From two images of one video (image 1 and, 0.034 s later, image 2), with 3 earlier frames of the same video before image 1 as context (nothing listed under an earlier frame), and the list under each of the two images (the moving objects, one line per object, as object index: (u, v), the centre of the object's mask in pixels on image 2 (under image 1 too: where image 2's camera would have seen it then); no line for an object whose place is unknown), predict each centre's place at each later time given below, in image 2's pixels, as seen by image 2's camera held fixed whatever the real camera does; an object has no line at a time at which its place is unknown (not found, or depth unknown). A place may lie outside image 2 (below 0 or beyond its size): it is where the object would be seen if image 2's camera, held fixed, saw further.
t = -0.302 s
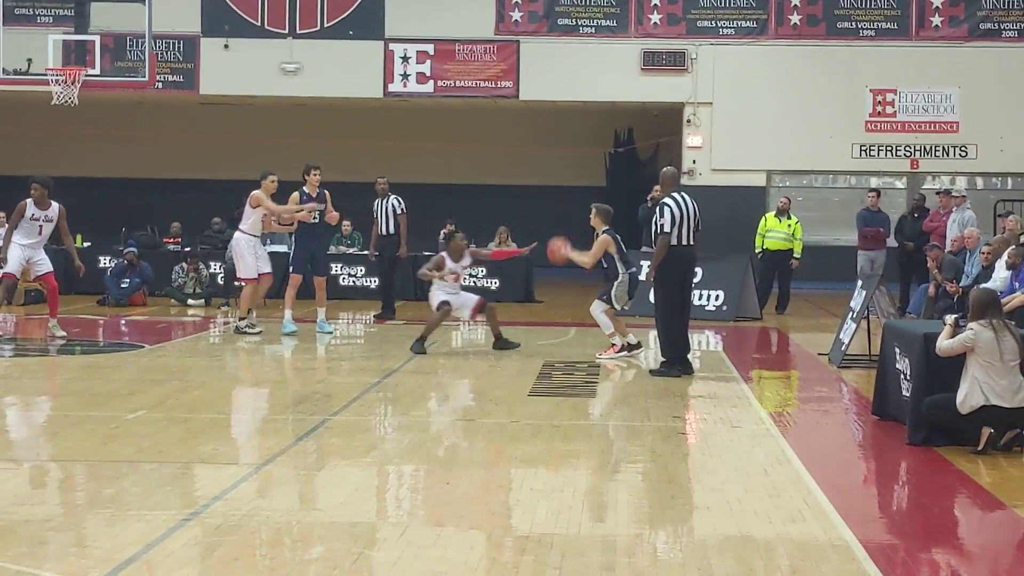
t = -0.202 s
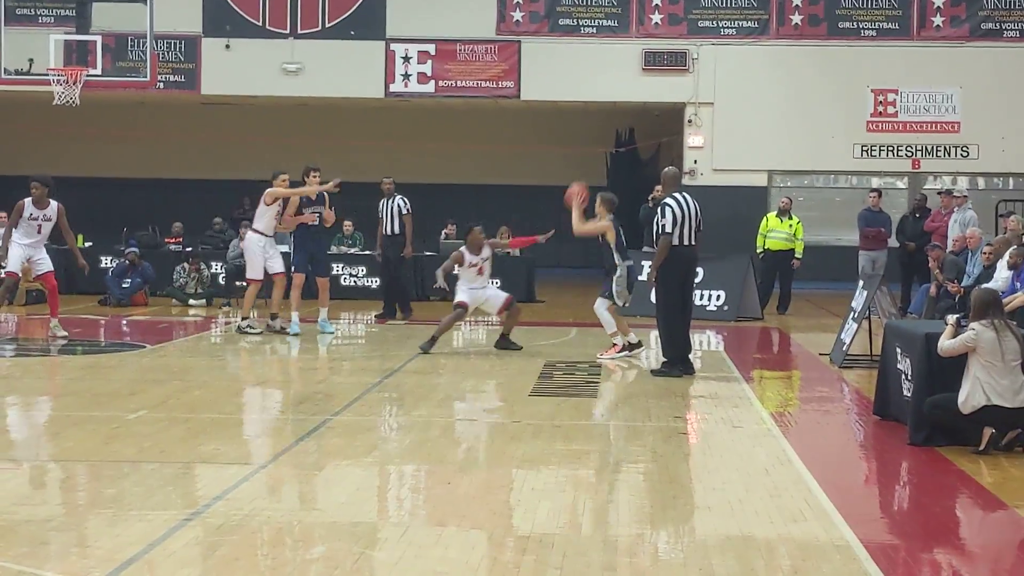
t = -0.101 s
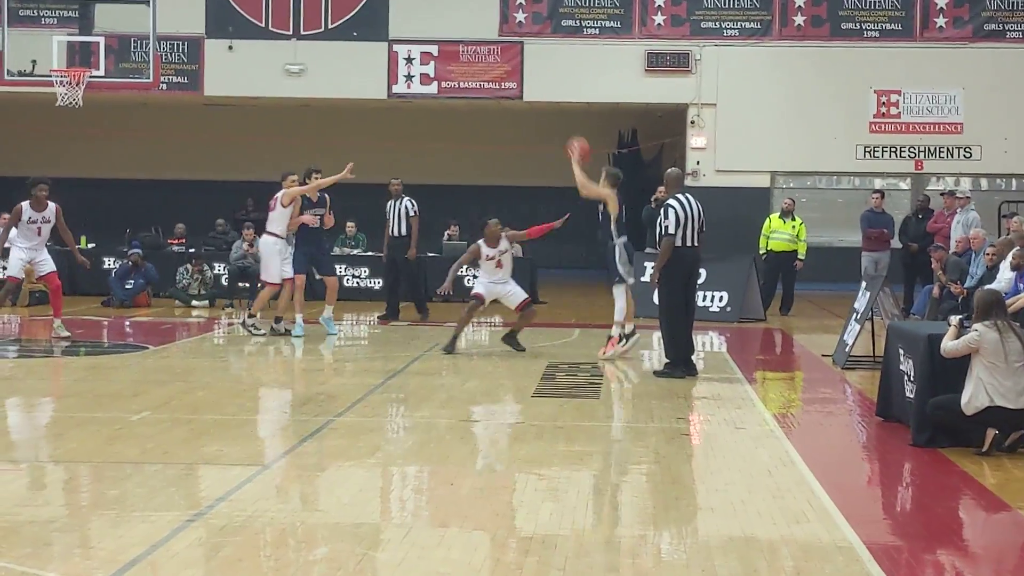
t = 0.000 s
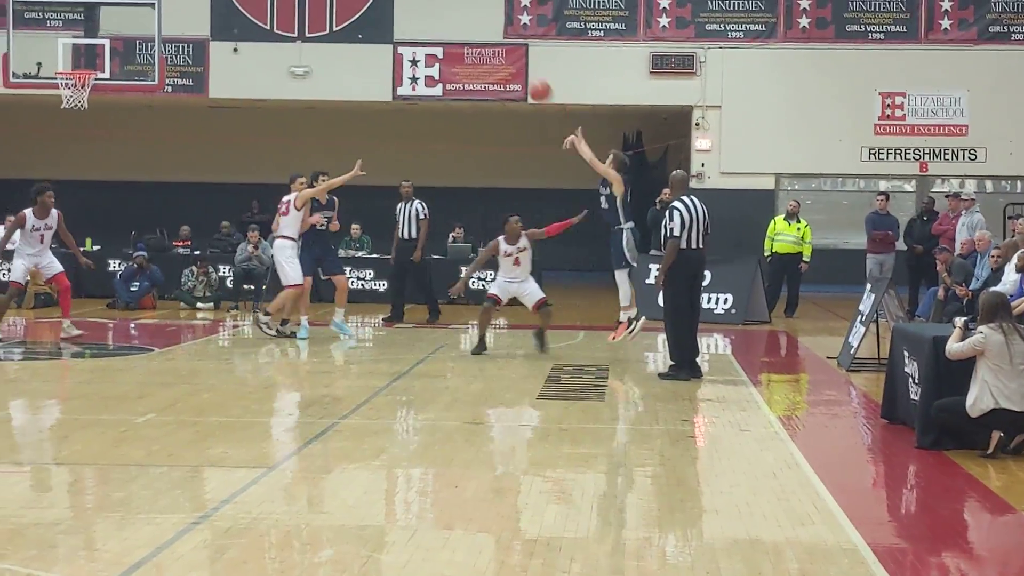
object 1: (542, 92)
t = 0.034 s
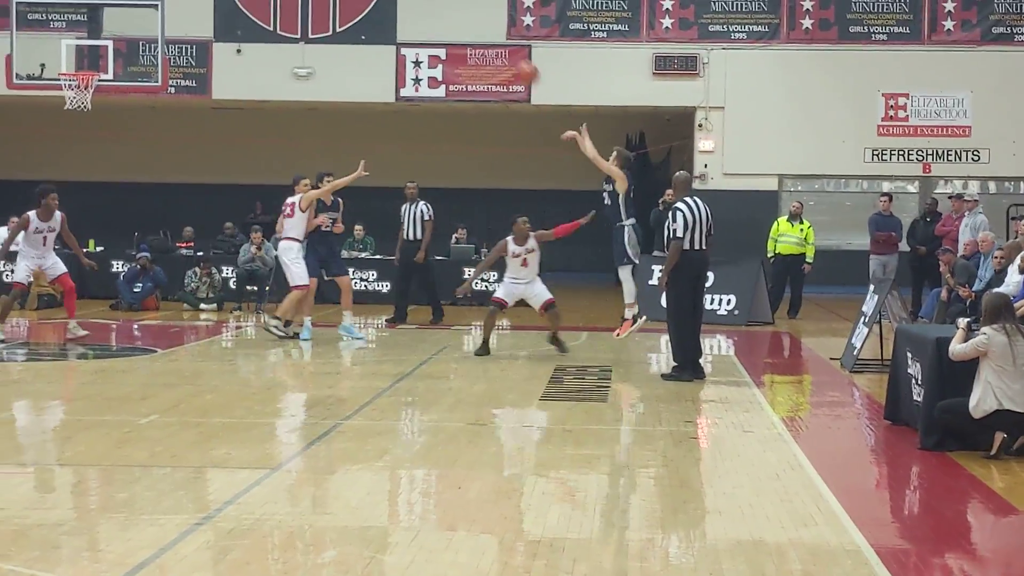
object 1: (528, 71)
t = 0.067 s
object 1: (514, 55)
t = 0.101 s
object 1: (499, 40)
